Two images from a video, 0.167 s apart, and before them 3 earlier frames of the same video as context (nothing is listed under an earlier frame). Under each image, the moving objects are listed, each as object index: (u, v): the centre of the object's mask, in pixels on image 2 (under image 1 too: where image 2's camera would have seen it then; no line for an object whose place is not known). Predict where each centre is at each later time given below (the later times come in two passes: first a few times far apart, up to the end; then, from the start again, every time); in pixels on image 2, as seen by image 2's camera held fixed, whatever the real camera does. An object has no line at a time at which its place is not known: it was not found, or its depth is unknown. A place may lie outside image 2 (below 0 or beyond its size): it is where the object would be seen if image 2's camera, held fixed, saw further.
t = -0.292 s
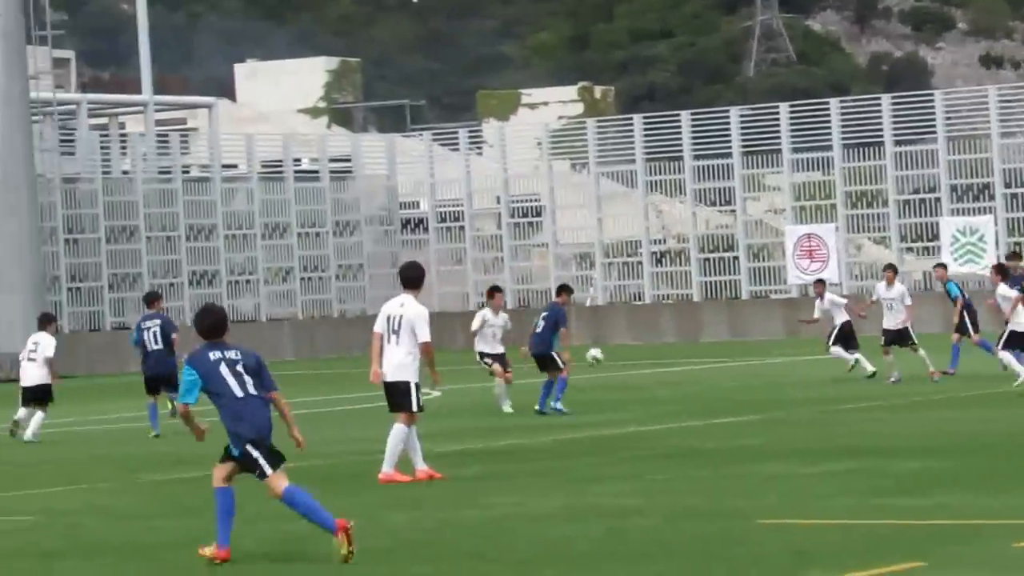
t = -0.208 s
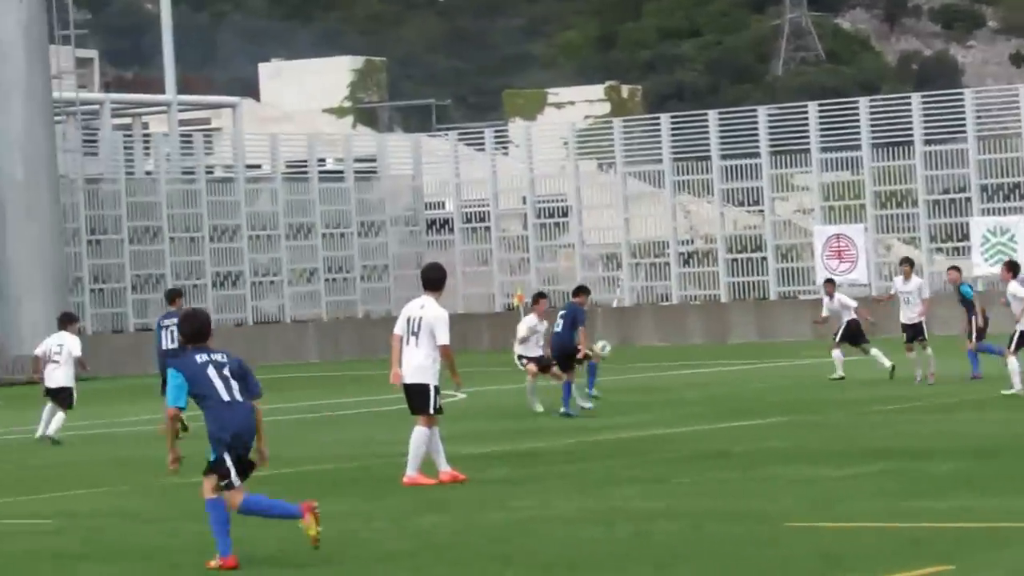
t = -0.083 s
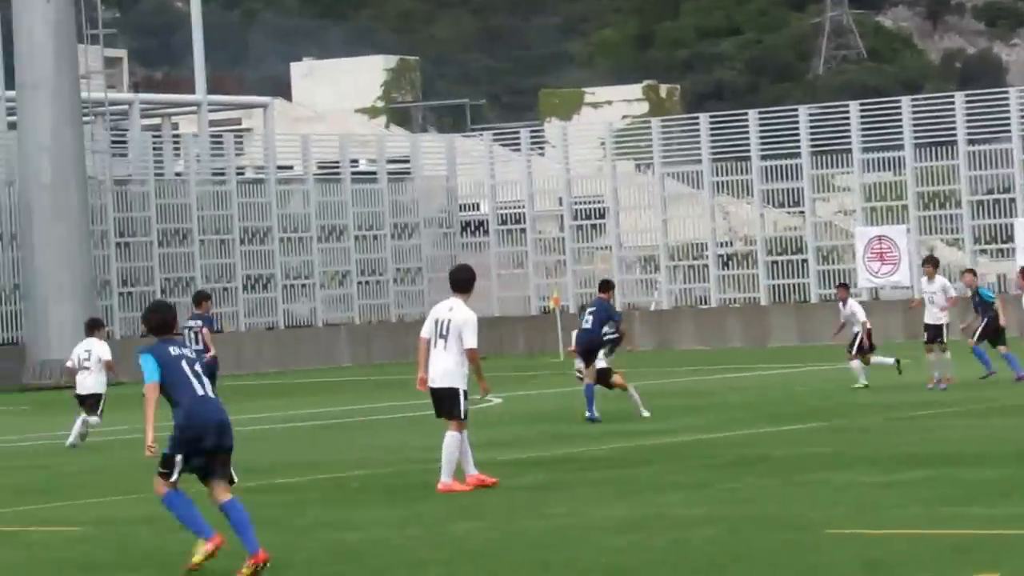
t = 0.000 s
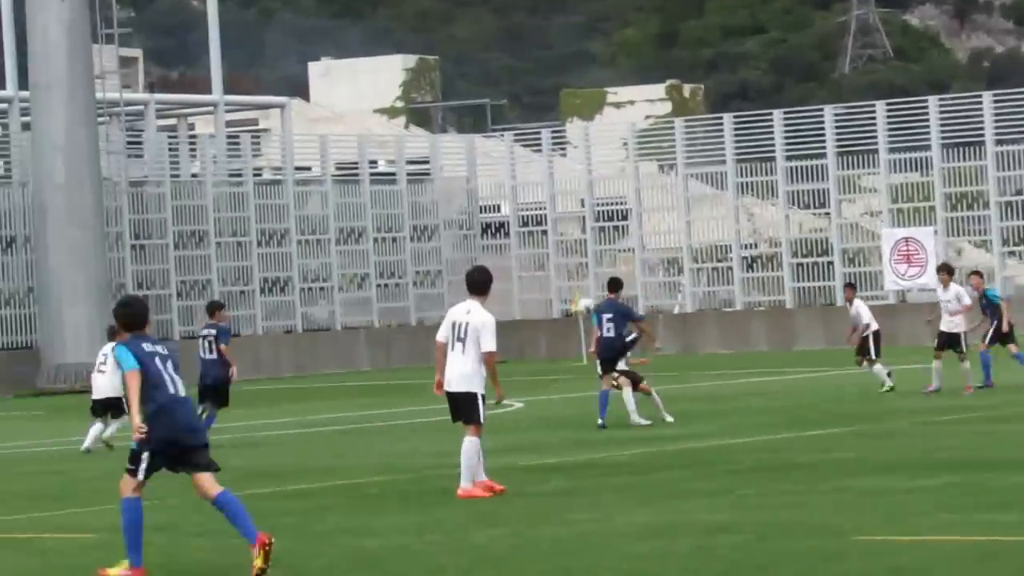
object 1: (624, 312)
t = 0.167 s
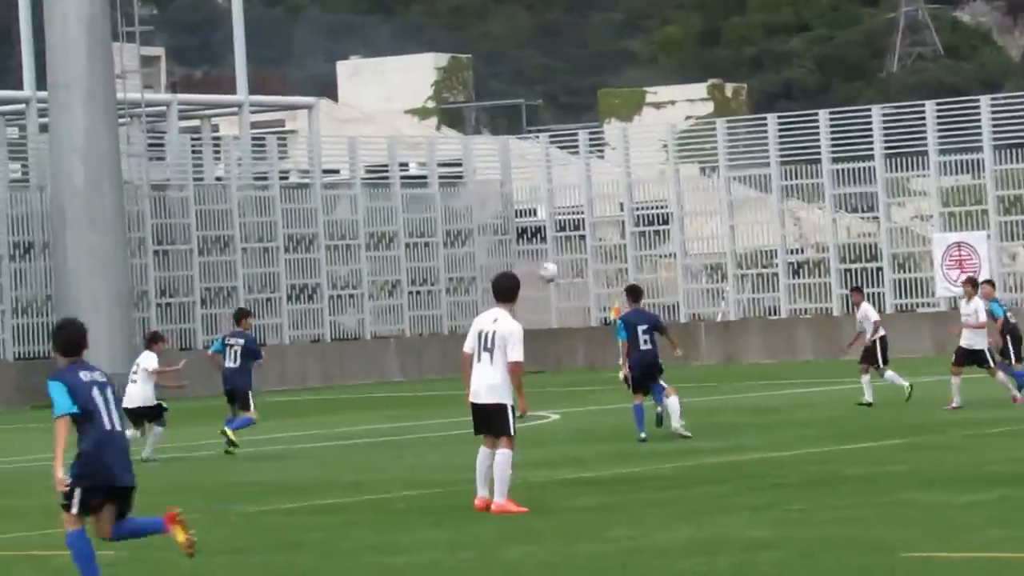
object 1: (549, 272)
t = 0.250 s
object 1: (511, 262)
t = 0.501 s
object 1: (404, 265)
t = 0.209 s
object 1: (530, 266)
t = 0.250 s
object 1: (511, 262)
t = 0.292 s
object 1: (493, 258)
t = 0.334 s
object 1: (475, 256)
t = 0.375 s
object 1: (457, 256)
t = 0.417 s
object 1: (439, 258)
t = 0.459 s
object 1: (421, 260)
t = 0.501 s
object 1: (404, 265)
